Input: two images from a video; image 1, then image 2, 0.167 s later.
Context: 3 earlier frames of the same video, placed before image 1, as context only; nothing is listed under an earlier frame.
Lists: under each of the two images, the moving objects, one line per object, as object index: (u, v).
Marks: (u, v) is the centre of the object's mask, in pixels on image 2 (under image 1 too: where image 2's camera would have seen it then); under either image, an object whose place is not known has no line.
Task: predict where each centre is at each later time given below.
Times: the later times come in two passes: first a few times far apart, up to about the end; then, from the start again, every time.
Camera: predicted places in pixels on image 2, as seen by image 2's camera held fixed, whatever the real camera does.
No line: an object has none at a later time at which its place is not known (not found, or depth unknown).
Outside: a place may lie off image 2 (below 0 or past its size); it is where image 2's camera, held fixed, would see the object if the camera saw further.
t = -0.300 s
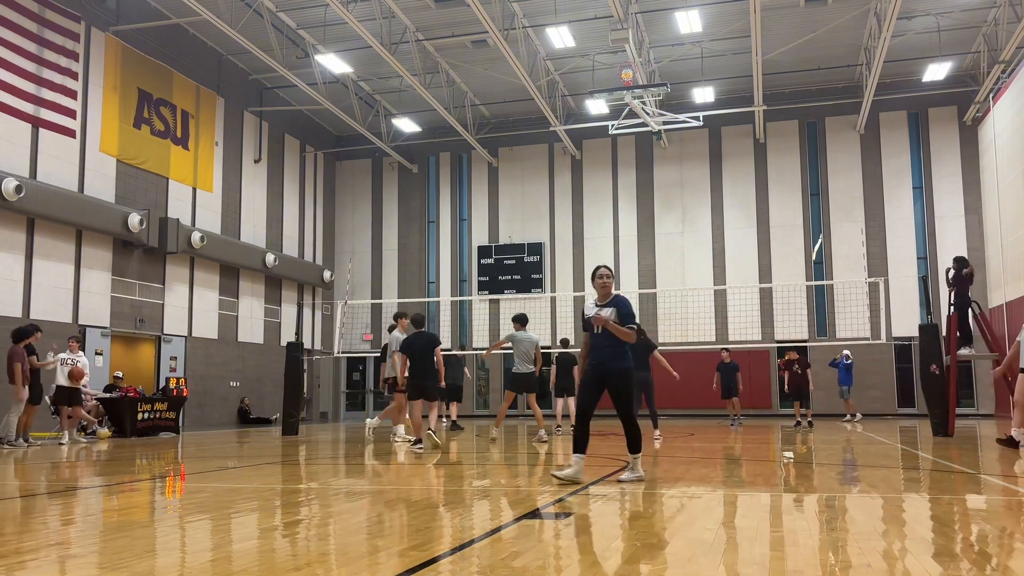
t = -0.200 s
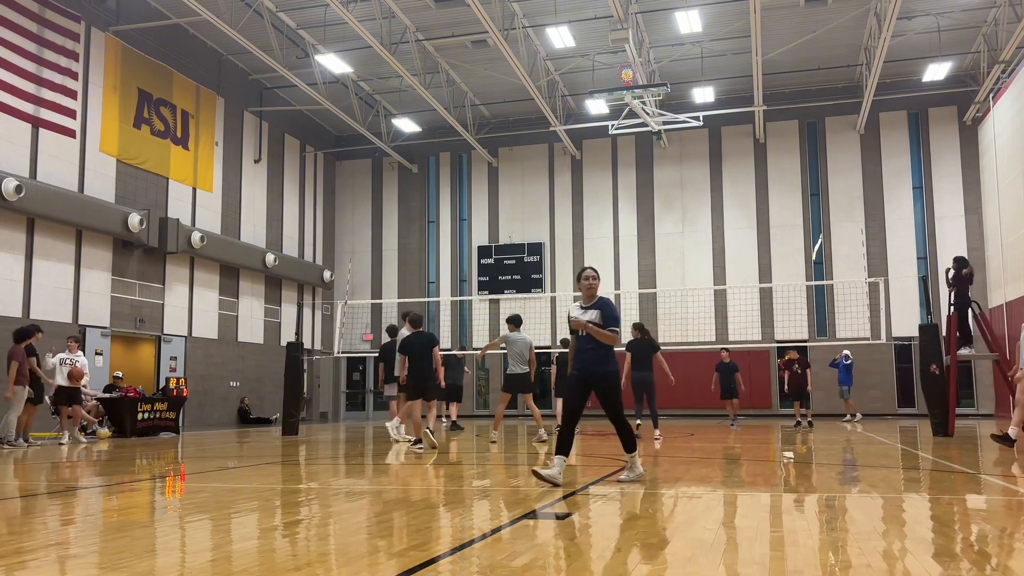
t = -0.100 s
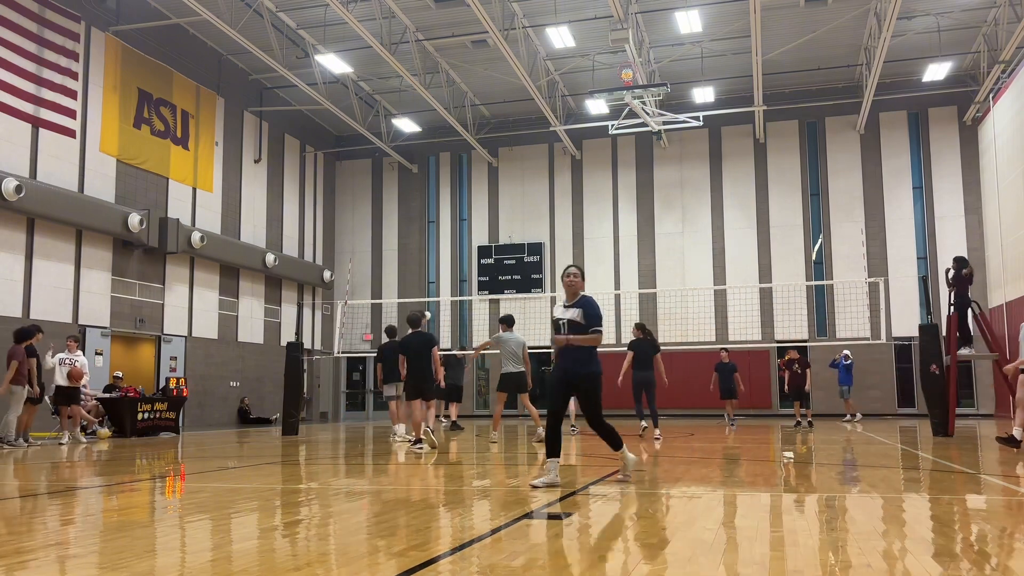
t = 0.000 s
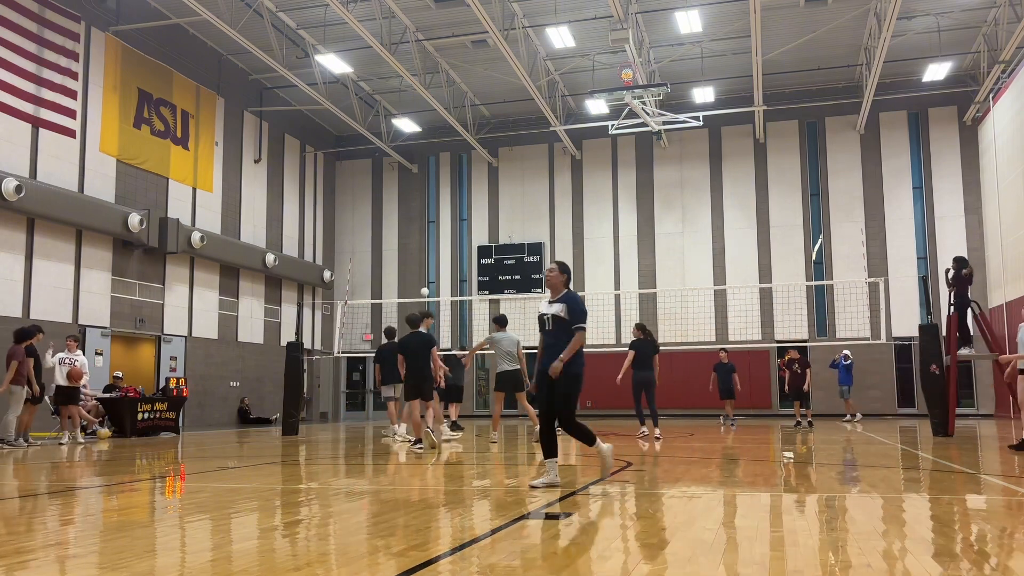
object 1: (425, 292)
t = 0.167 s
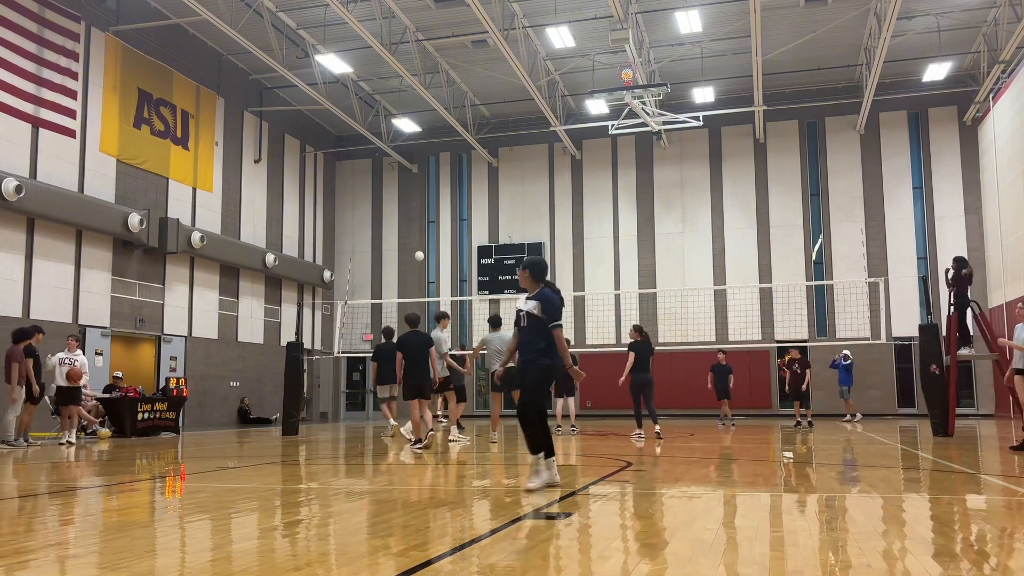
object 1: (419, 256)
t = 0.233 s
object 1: (416, 243)
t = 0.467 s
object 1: (404, 204)
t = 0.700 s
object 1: (389, 182)
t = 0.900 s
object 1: (374, 181)
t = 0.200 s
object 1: (418, 249)
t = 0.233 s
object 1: (416, 243)
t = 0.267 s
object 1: (415, 236)
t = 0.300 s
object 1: (413, 230)
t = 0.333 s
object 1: (412, 225)
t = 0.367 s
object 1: (410, 219)
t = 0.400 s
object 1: (408, 214)
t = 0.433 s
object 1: (406, 209)
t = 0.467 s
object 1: (404, 204)
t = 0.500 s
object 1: (402, 200)
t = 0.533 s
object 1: (400, 196)
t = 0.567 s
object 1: (399, 192)
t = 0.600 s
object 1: (396, 189)
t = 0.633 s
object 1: (394, 186)
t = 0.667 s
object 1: (392, 184)
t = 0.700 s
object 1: (389, 182)
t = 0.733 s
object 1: (387, 180)
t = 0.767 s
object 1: (385, 179)
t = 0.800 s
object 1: (382, 179)
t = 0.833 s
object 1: (379, 179)
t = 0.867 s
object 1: (377, 180)
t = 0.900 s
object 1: (374, 181)
